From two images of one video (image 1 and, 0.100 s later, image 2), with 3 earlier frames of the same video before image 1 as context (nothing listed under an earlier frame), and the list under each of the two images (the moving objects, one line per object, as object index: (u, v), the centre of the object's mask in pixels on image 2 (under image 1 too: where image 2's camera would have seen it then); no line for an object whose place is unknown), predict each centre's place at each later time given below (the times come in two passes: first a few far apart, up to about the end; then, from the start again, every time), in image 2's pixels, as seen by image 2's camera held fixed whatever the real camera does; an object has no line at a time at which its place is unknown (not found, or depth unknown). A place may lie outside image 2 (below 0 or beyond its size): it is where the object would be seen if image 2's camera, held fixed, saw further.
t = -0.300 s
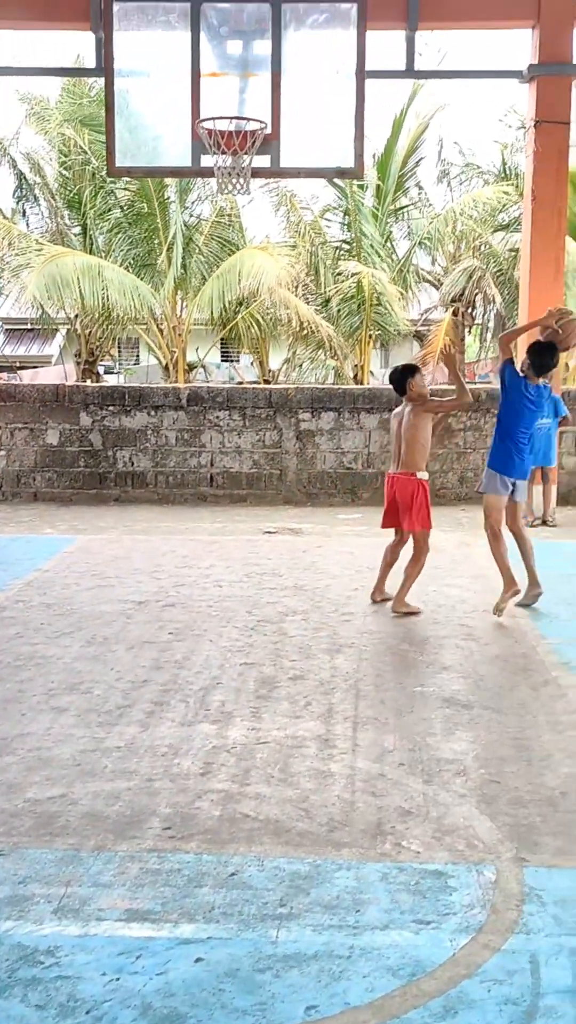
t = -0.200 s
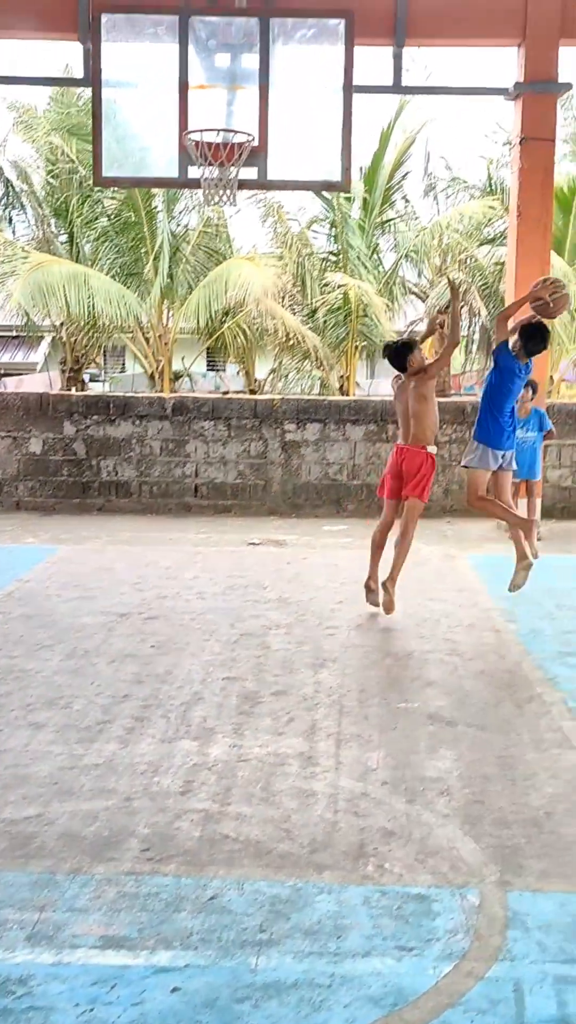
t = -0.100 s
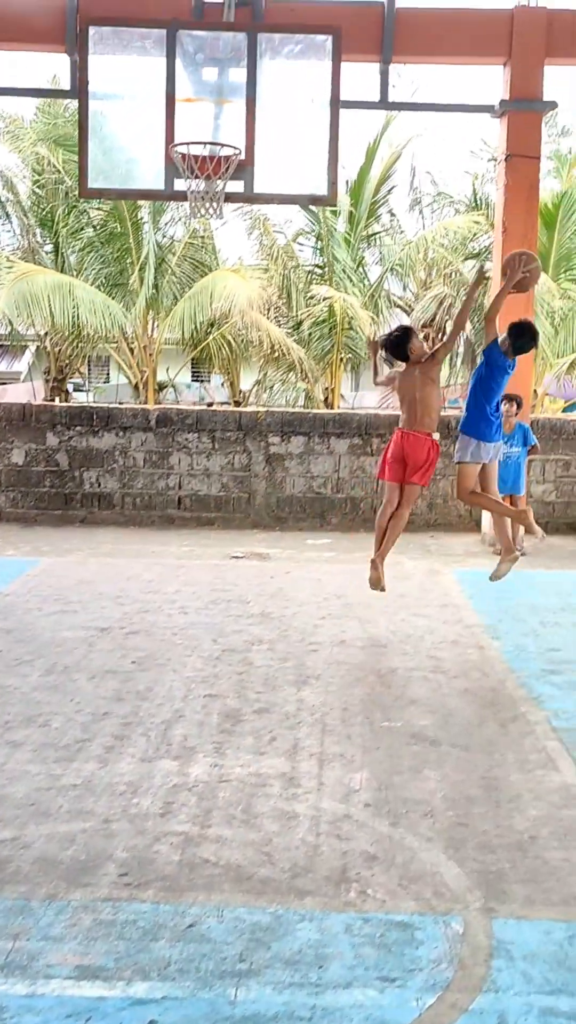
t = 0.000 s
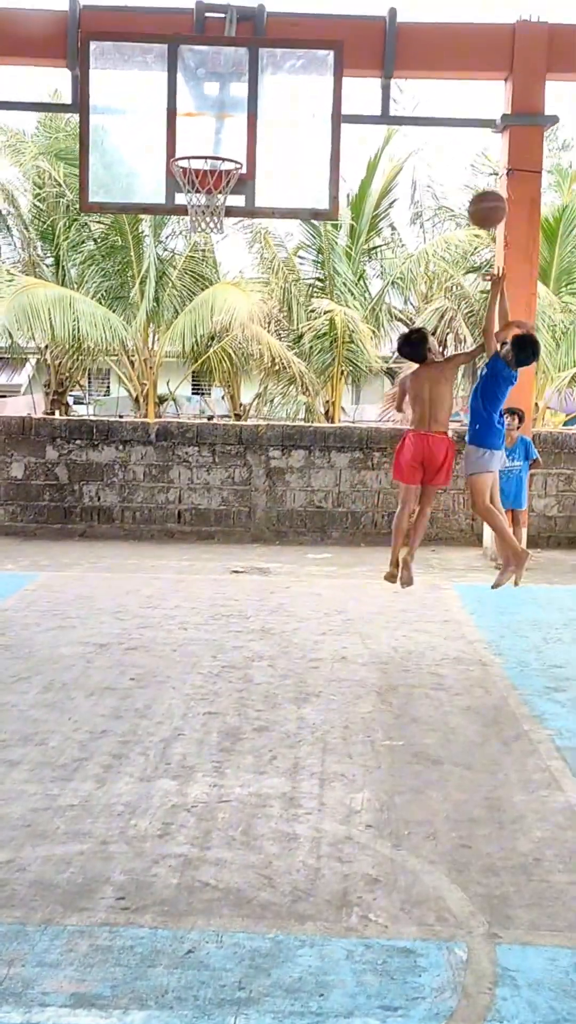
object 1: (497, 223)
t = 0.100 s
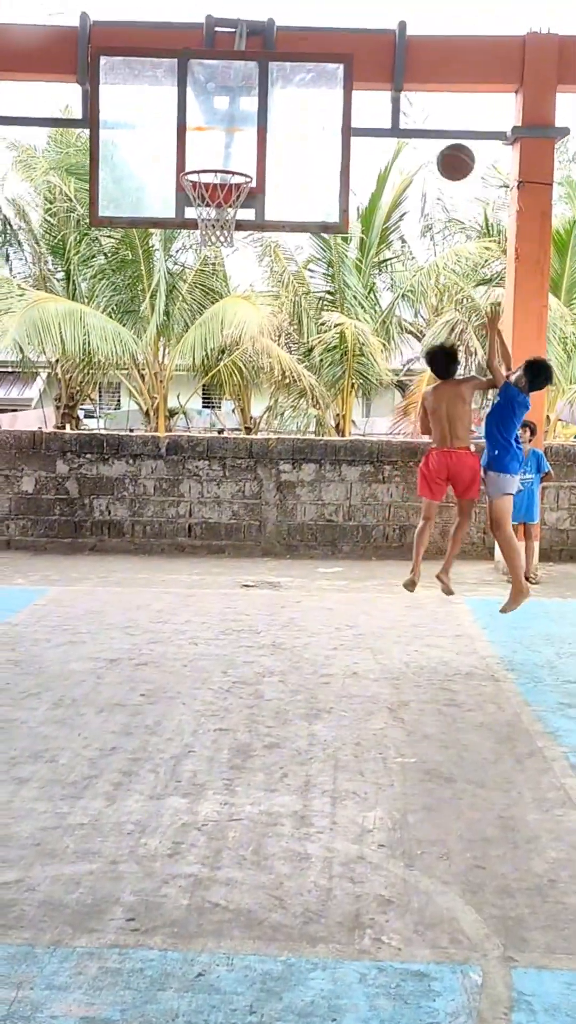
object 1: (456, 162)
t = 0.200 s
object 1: (416, 122)
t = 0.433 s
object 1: (328, 97)
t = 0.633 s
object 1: (281, 118)
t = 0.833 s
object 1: (253, 174)
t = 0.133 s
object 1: (442, 146)
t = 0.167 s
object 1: (428, 133)
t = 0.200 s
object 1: (416, 122)
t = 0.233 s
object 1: (403, 113)
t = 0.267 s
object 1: (390, 106)
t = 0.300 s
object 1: (377, 100)
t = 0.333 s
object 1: (364, 97)
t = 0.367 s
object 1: (352, 95)
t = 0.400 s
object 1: (340, 95)
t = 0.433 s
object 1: (328, 97)
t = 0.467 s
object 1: (317, 100)
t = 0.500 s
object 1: (305, 105)
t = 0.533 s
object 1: (299, 106)
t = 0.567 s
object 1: (293, 108)
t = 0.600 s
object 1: (287, 112)
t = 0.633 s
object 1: (281, 118)
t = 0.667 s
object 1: (275, 125)
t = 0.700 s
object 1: (269, 134)
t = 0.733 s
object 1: (262, 145)
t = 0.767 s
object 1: (256, 158)
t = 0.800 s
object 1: (253, 167)
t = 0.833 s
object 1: (253, 174)
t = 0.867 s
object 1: (253, 182)
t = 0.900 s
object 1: (253, 193)
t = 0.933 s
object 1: (254, 206)
